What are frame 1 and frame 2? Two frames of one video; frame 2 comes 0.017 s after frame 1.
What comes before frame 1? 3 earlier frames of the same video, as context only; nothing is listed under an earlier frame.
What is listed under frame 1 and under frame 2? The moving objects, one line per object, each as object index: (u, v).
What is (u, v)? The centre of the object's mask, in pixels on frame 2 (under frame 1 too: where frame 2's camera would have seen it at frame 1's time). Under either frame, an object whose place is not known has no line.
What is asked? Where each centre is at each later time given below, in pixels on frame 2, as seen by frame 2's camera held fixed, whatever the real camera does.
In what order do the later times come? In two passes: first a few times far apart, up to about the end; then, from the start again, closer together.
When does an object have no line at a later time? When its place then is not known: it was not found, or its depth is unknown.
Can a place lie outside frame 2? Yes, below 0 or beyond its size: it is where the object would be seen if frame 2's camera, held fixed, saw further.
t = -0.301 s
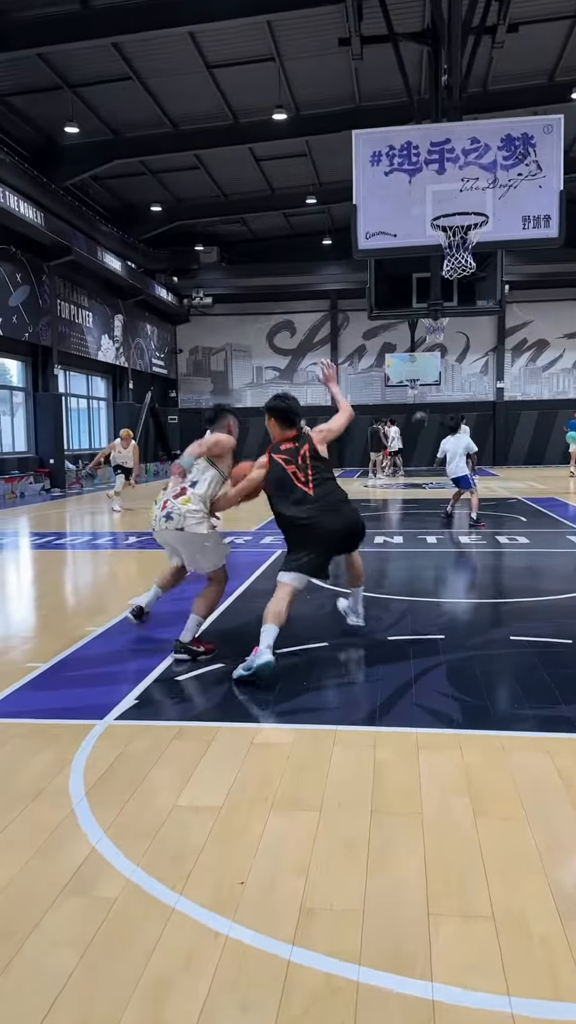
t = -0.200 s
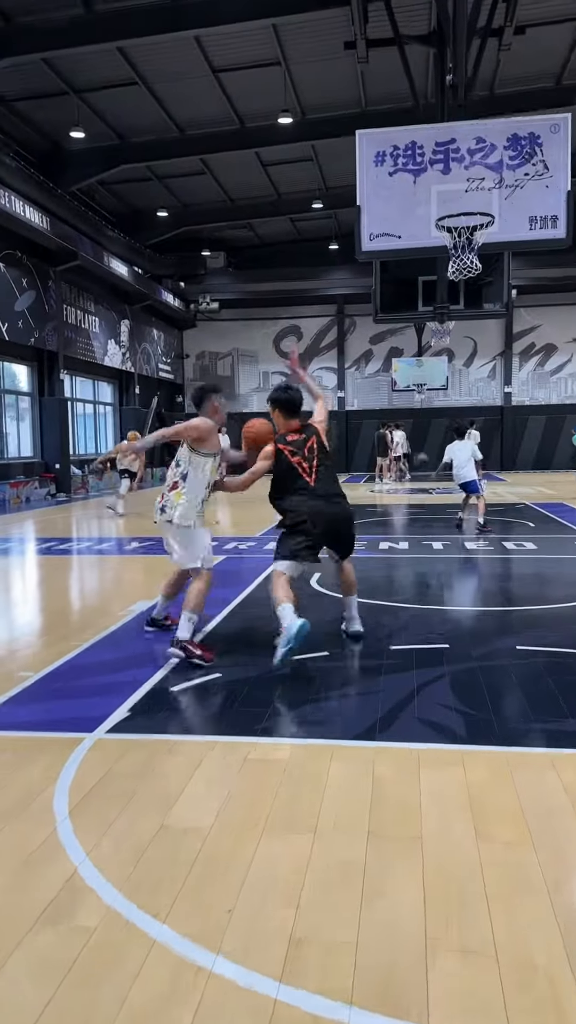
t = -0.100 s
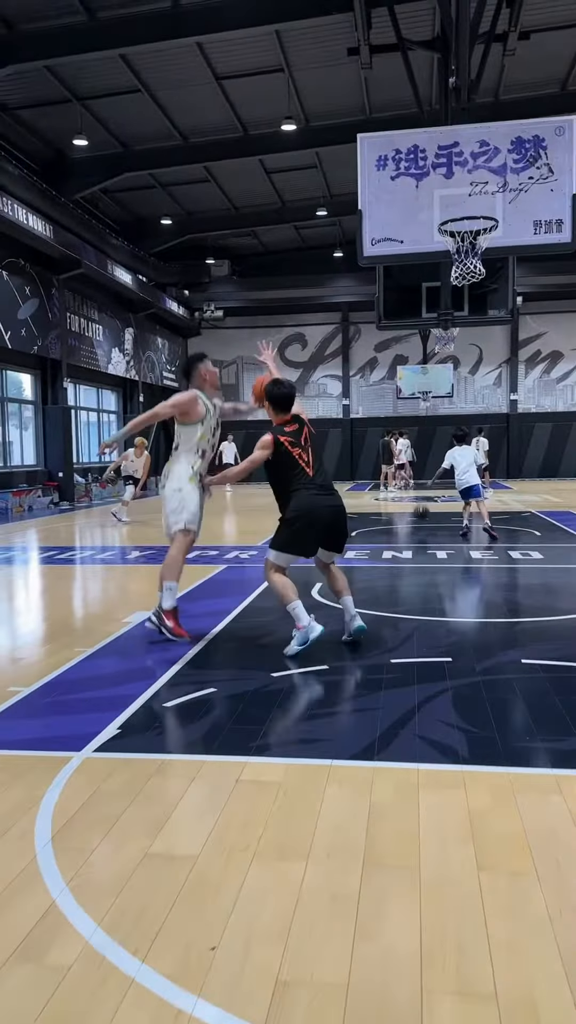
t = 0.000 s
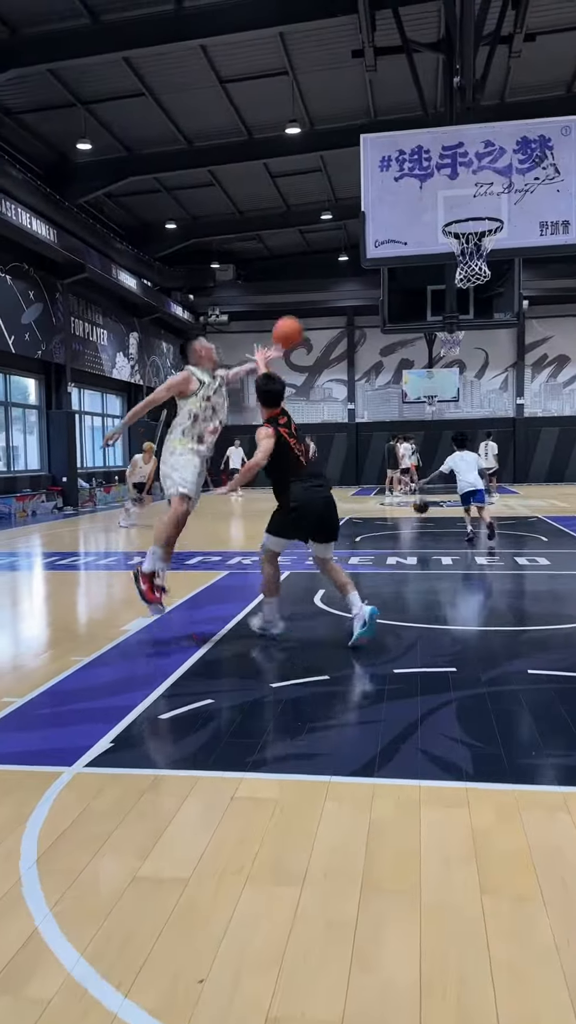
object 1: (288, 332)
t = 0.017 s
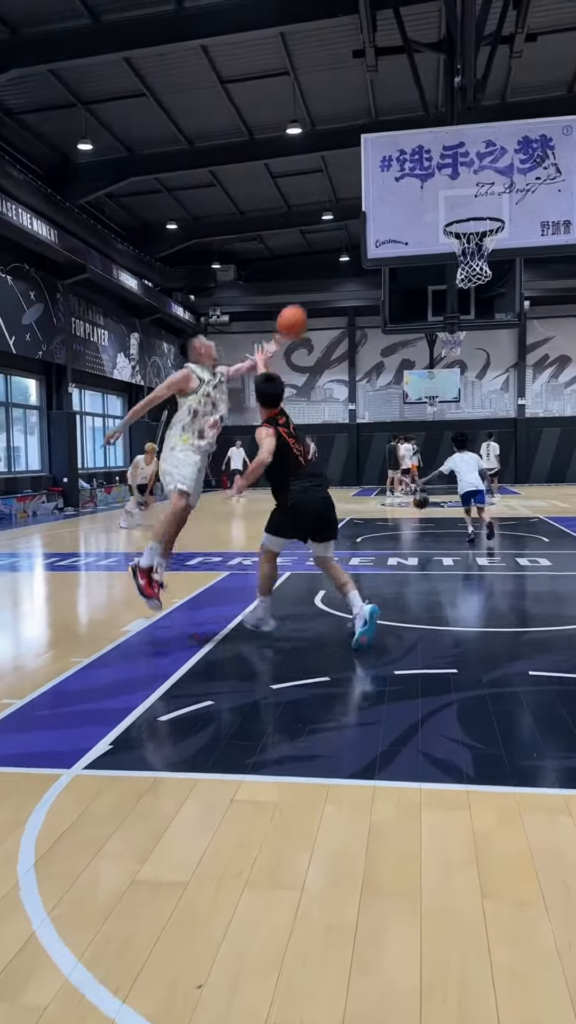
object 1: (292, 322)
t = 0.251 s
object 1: (346, 209)
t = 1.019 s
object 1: (485, 244)
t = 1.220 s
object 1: (527, 401)
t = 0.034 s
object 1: (296, 311)
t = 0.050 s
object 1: (301, 302)
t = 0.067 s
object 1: (305, 291)
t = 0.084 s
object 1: (309, 282)
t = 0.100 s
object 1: (313, 273)
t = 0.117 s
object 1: (317, 264)
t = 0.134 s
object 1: (321, 256)
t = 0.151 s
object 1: (324, 248)
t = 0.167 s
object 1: (328, 240)
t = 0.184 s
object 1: (332, 234)
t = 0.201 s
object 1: (336, 227)
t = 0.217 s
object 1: (339, 220)
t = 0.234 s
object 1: (344, 215)
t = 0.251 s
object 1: (346, 209)
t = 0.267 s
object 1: (351, 205)
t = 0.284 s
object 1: (354, 200)
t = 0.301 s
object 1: (358, 195)
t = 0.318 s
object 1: (361, 192)
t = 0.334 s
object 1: (365, 188)
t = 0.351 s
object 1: (369, 185)
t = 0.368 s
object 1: (373, 182)
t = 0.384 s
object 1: (376, 180)
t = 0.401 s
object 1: (379, 178)
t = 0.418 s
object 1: (383, 177)
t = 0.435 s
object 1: (385, 172)
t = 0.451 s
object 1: (388, 168)
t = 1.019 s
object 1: (485, 244)
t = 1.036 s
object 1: (488, 255)
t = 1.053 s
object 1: (491, 266)
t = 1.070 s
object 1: (495, 277)
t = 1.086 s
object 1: (498, 288)
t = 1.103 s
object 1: (501, 299)
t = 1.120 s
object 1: (505, 312)
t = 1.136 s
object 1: (508, 325)
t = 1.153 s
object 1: (512, 339)
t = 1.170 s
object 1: (516, 353)
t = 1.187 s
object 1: (519, 368)
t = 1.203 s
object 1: (523, 384)
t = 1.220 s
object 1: (527, 401)
